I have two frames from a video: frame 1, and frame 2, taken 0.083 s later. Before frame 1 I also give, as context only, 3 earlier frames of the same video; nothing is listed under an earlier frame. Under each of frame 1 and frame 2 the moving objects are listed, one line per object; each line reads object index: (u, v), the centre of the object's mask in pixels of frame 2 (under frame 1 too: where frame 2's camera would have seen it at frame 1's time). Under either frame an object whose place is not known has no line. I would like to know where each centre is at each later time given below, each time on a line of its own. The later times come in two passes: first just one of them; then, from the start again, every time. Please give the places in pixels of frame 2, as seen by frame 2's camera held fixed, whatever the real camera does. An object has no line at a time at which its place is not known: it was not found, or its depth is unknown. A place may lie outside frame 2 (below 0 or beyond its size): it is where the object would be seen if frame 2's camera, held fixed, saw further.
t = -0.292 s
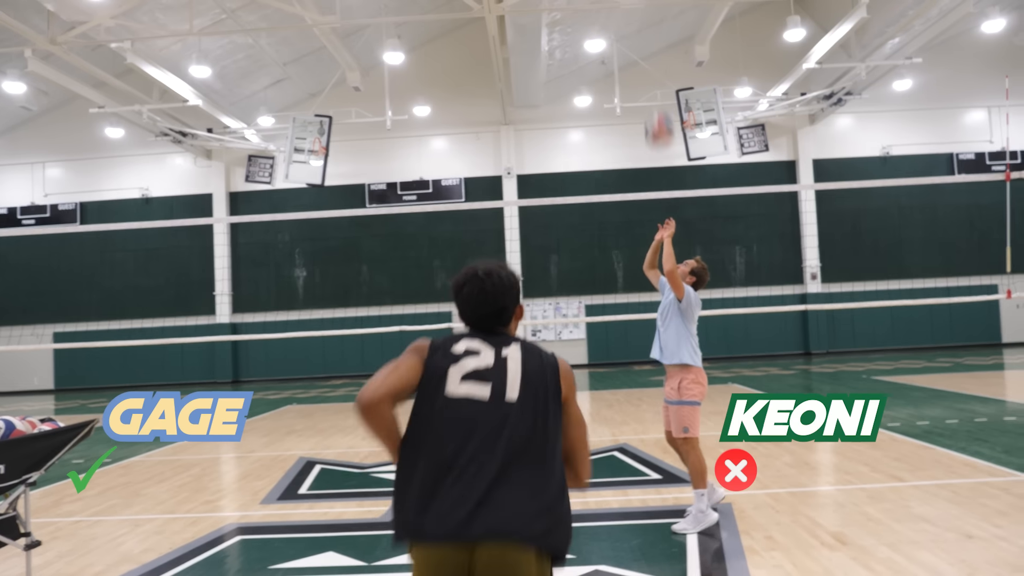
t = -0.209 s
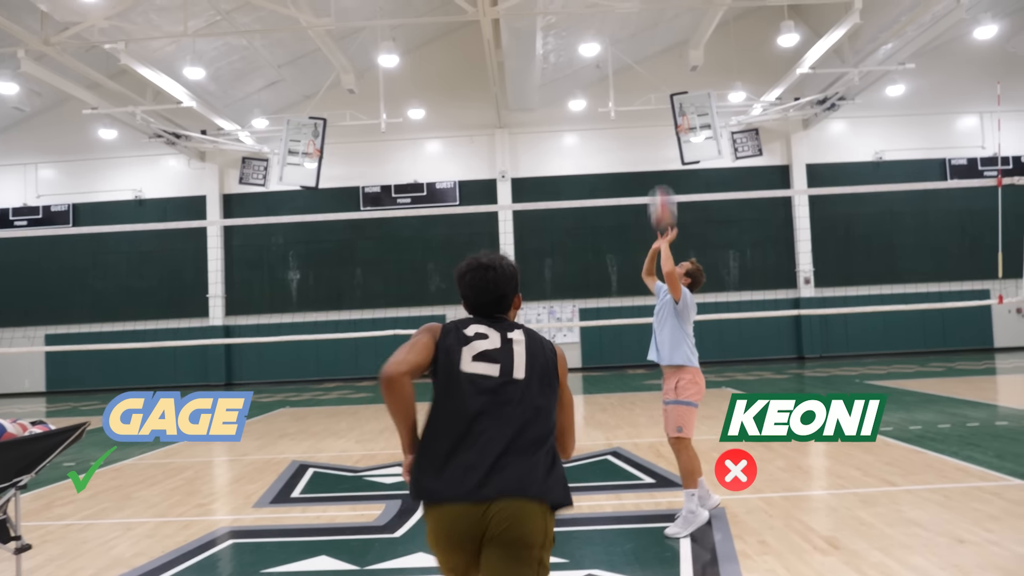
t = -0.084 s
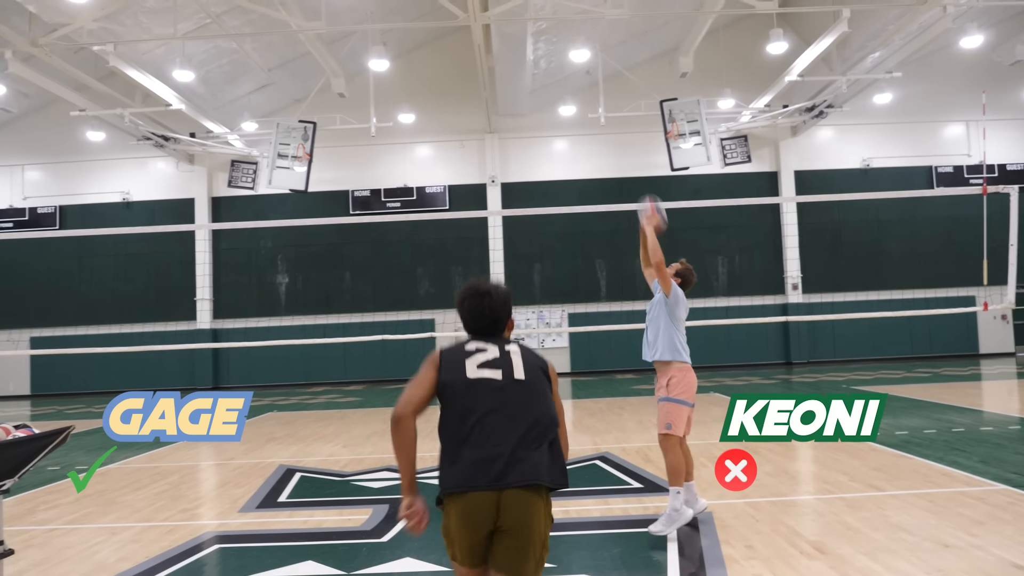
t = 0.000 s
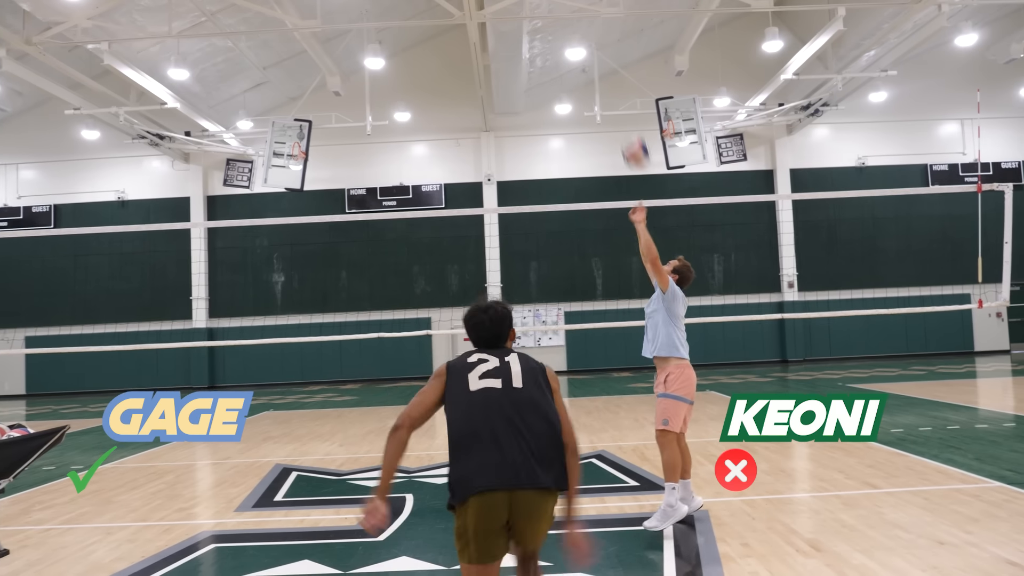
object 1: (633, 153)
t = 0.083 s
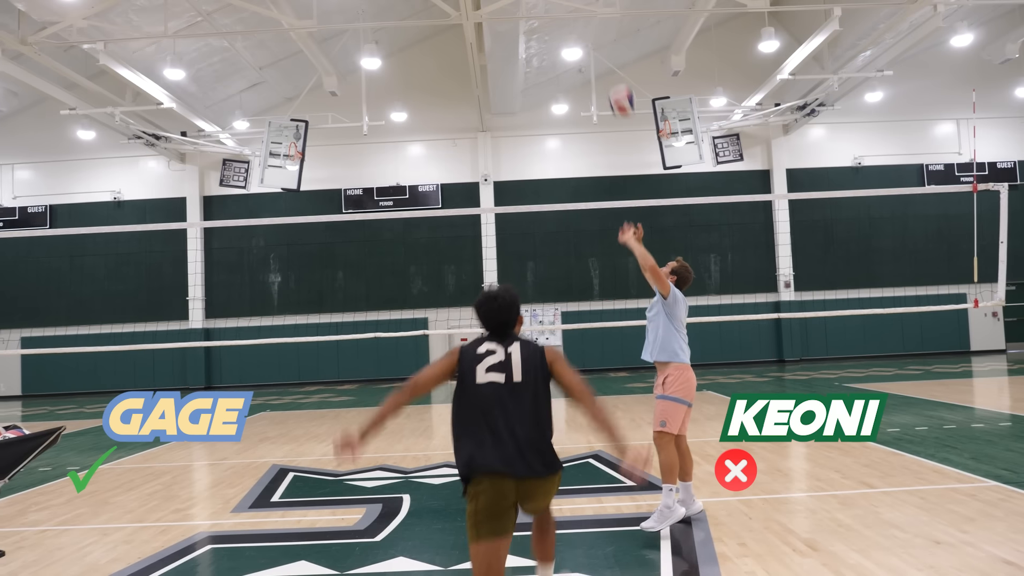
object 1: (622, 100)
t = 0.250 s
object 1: (604, 31)
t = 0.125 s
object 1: (617, 79)
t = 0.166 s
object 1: (612, 60)
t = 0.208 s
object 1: (608, 44)
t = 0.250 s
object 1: (604, 31)
